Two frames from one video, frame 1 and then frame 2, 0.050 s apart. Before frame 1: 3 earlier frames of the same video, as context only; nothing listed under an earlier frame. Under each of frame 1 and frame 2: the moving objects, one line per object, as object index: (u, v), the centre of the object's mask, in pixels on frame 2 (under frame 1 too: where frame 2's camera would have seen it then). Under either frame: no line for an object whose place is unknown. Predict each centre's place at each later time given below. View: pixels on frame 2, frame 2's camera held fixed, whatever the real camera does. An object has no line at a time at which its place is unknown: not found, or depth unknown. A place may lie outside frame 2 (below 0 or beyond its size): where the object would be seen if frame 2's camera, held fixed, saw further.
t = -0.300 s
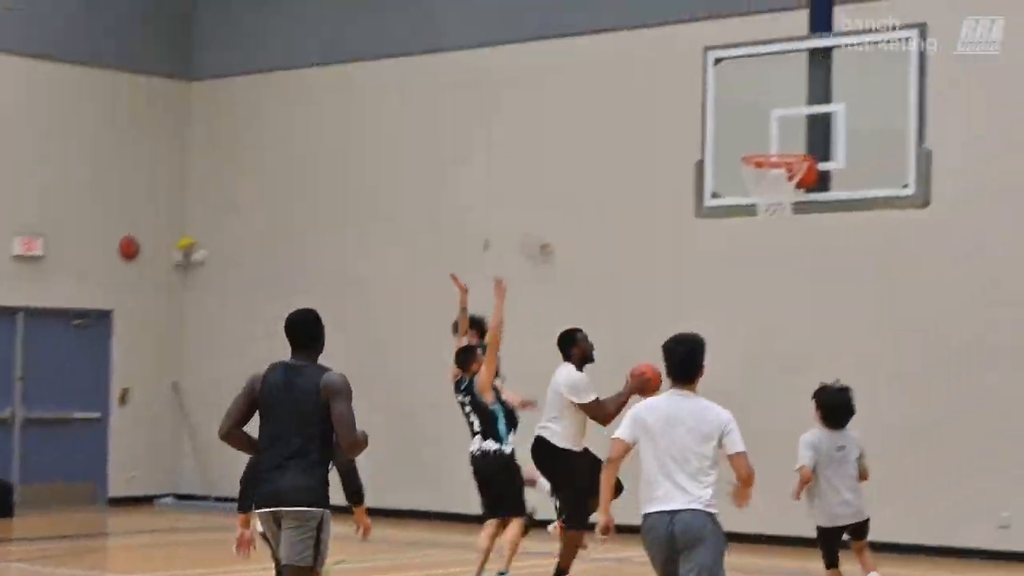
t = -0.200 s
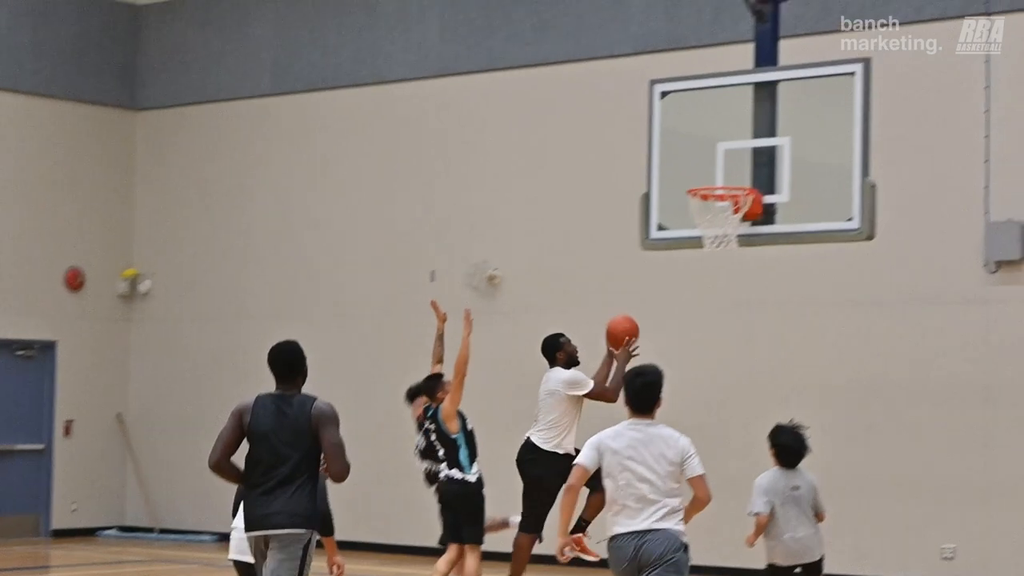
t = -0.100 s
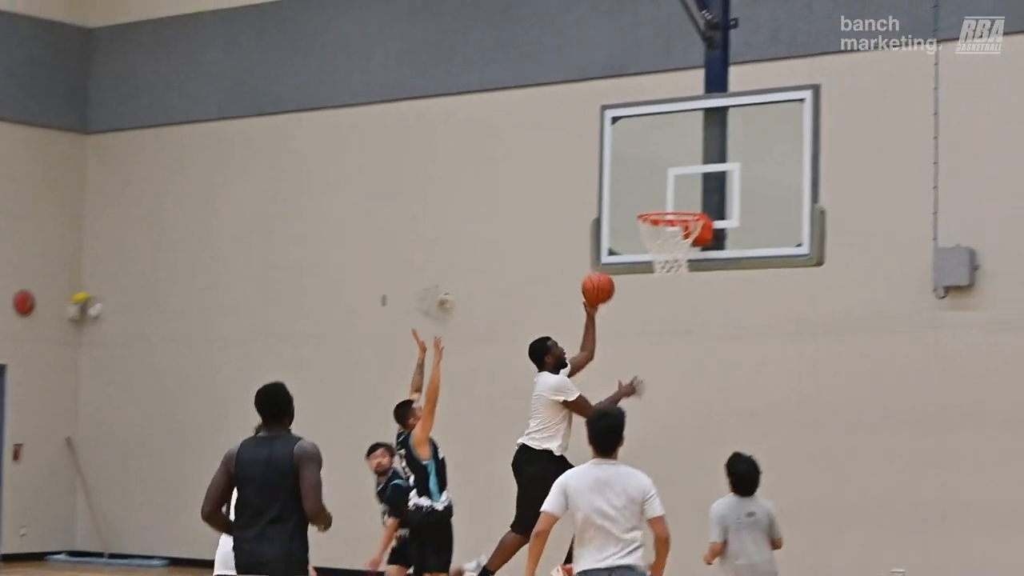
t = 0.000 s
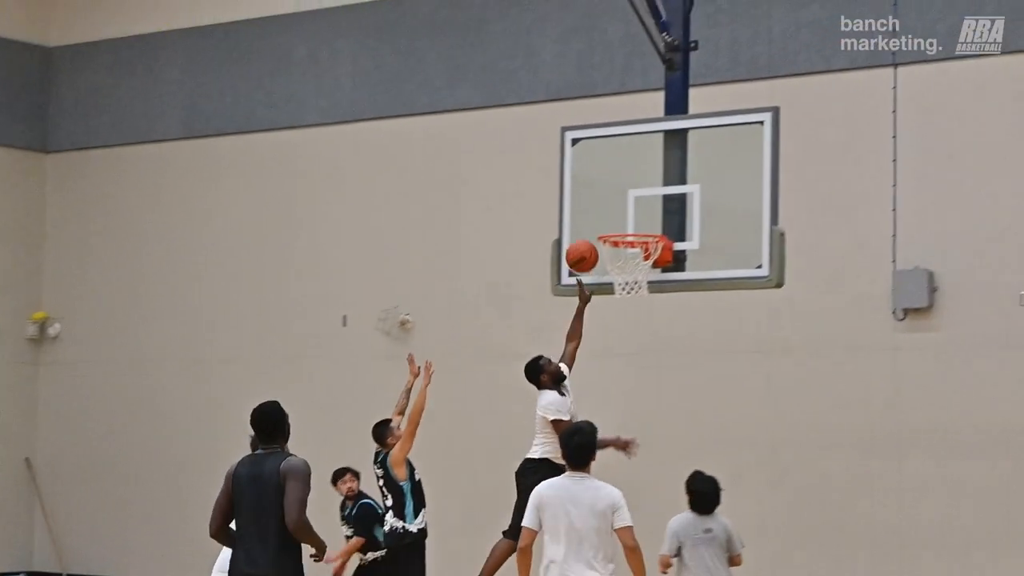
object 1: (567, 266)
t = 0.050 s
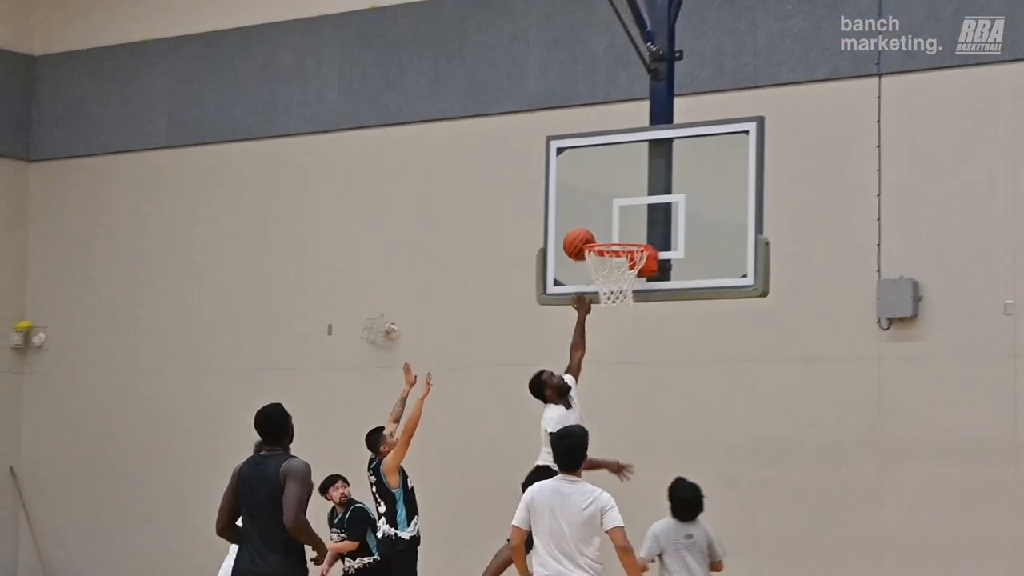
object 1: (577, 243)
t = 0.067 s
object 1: (582, 236)
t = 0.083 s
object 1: (587, 231)
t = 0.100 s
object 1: (591, 227)
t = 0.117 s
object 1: (595, 221)
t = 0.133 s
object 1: (599, 216)
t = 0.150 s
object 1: (603, 213)
